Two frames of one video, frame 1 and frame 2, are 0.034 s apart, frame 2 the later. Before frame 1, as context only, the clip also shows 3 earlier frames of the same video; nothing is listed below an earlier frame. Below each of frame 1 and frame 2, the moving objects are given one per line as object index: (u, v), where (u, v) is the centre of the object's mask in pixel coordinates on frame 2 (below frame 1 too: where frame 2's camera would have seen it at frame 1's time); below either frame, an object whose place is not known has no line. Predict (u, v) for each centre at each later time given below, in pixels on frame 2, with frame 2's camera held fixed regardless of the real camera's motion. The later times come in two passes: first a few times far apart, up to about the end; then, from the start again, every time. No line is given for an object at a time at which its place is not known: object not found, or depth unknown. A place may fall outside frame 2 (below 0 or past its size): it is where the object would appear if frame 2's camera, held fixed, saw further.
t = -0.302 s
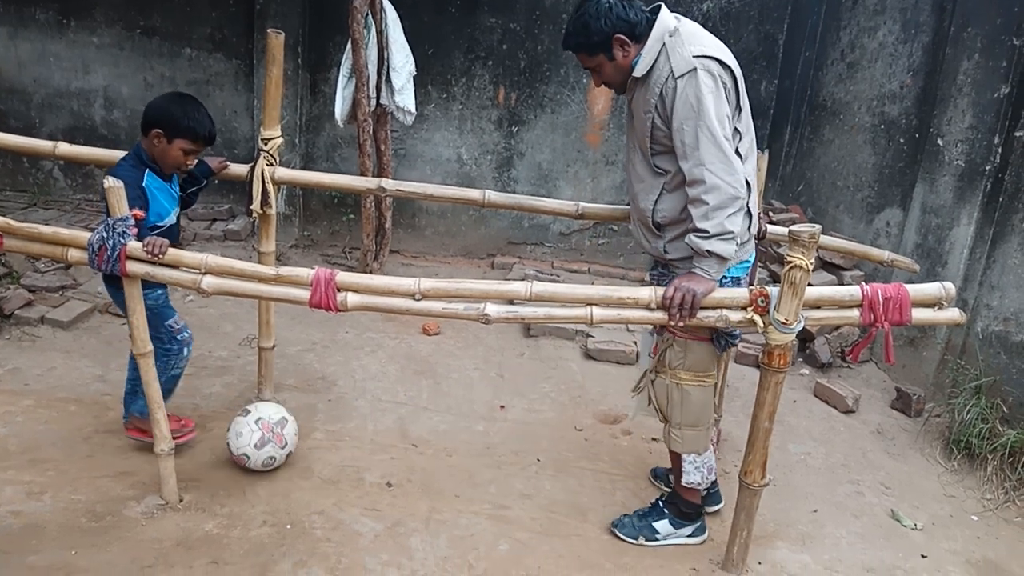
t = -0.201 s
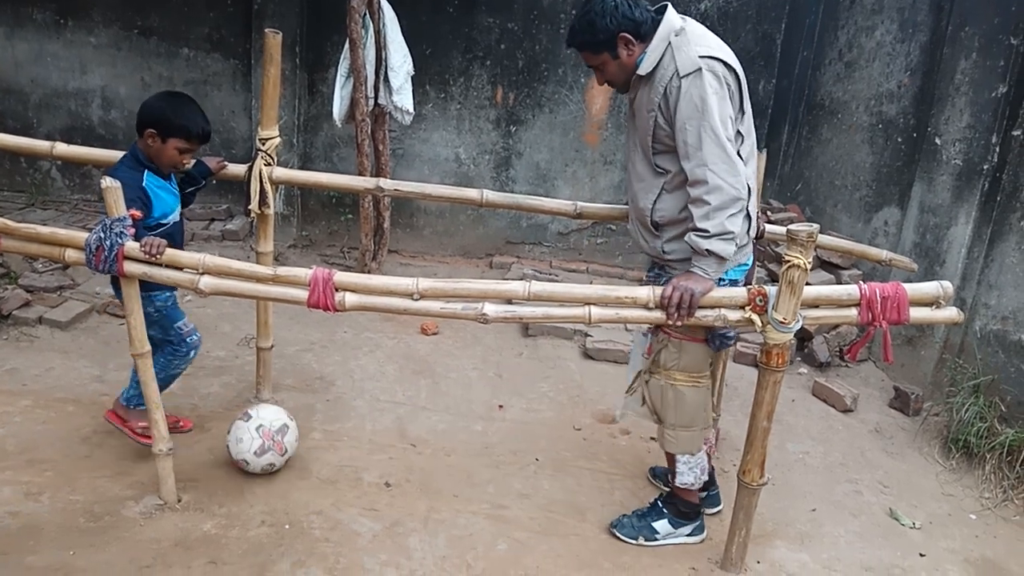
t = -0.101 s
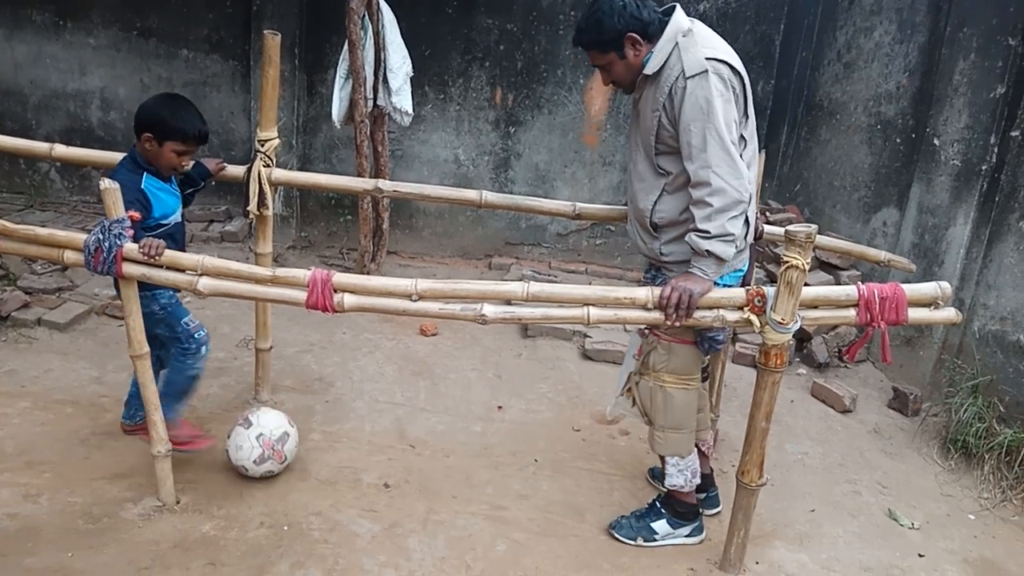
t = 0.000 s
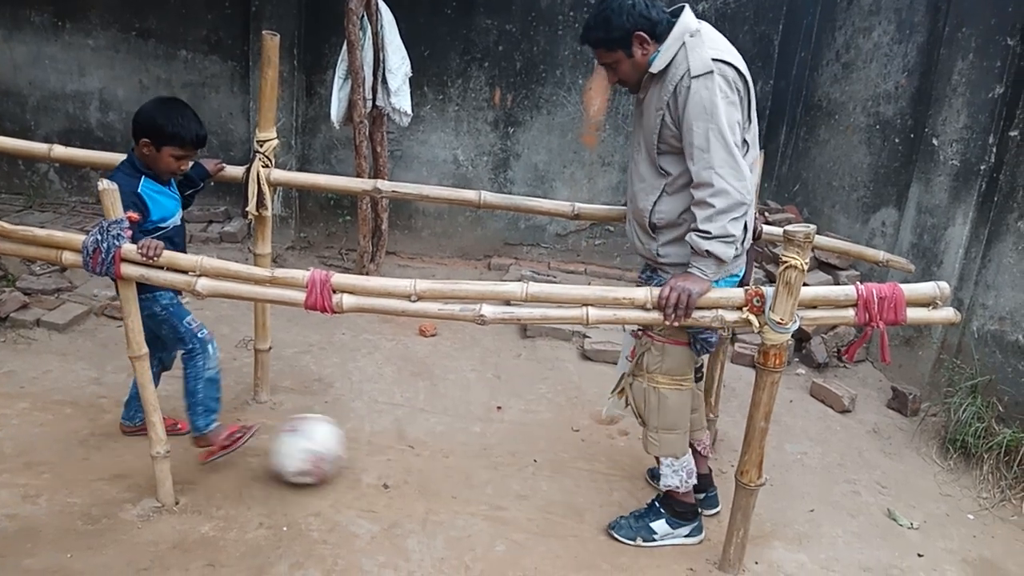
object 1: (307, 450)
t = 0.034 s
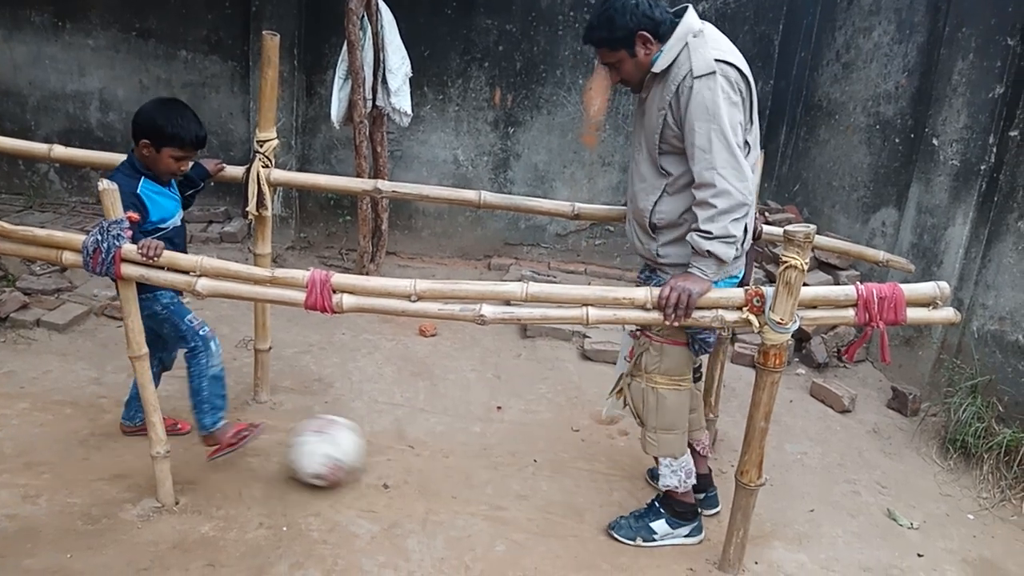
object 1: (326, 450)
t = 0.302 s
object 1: (448, 469)
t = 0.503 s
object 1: (541, 484)
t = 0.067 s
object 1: (343, 453)
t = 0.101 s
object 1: (360, 455)
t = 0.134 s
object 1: (374, 458)
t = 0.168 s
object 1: (390, 459)
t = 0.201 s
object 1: (404, 461)
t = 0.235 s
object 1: (419, 464)
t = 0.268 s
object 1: (434, 467)
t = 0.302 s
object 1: (448, 469)
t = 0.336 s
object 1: (463, 471)
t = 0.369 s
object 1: (479, 474)
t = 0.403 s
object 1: (495, 477)
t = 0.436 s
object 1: (510, 479)
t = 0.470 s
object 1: (524, 481)
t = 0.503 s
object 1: (541, 484)
